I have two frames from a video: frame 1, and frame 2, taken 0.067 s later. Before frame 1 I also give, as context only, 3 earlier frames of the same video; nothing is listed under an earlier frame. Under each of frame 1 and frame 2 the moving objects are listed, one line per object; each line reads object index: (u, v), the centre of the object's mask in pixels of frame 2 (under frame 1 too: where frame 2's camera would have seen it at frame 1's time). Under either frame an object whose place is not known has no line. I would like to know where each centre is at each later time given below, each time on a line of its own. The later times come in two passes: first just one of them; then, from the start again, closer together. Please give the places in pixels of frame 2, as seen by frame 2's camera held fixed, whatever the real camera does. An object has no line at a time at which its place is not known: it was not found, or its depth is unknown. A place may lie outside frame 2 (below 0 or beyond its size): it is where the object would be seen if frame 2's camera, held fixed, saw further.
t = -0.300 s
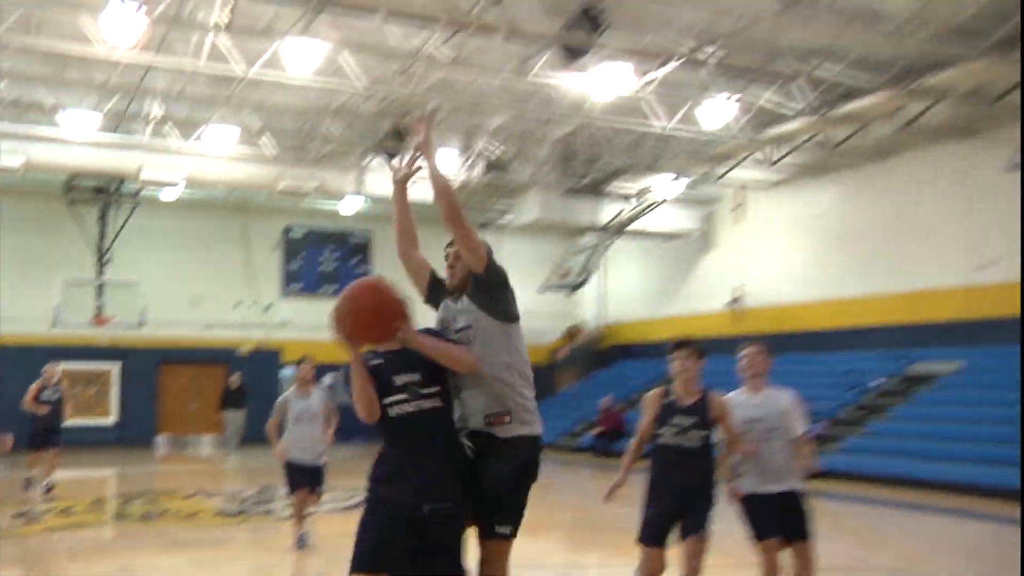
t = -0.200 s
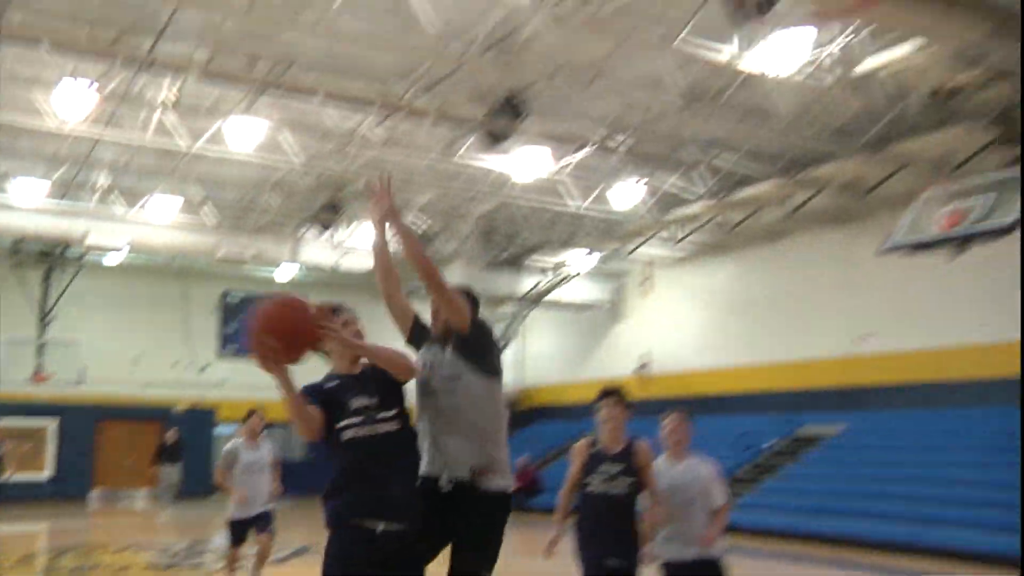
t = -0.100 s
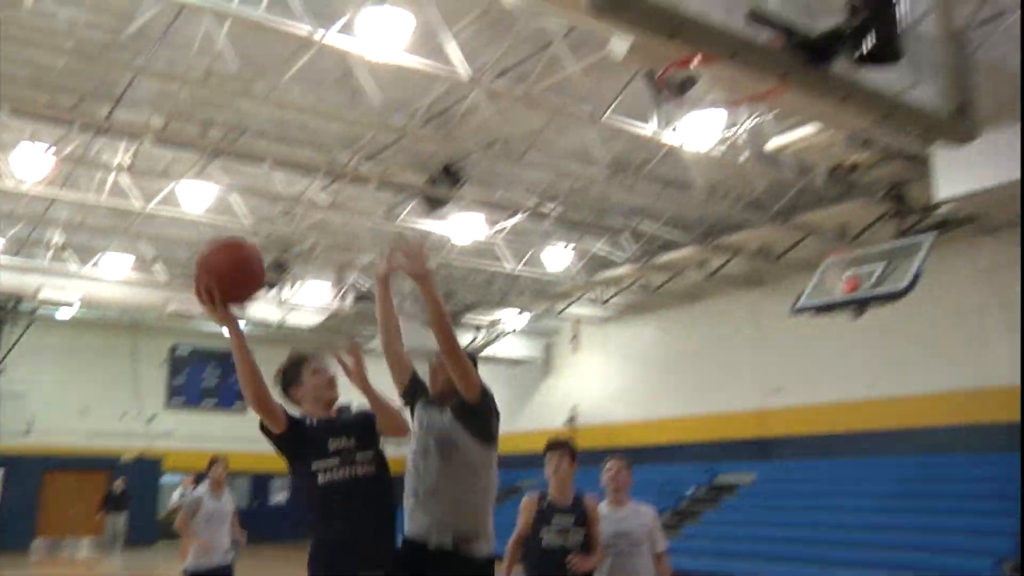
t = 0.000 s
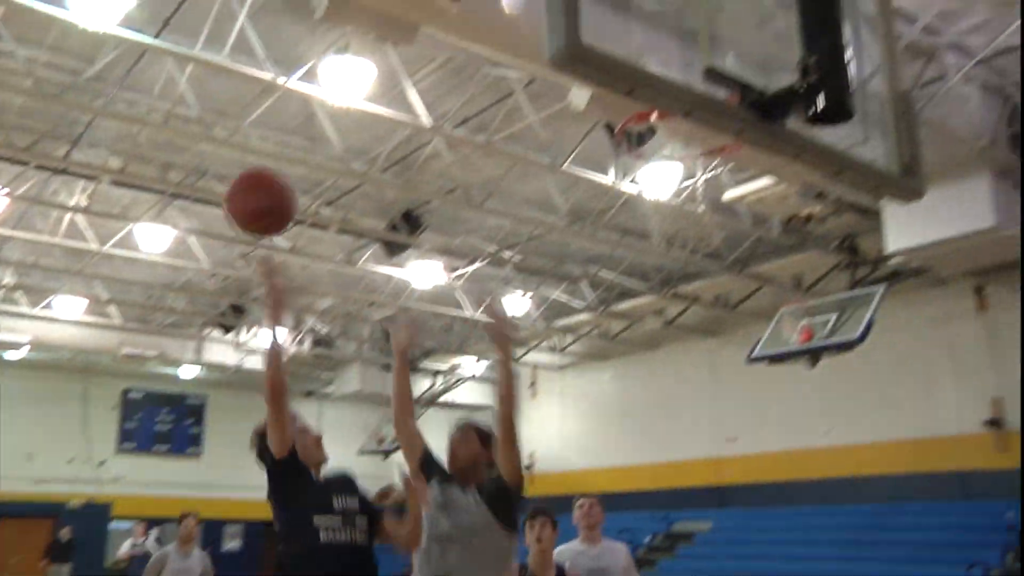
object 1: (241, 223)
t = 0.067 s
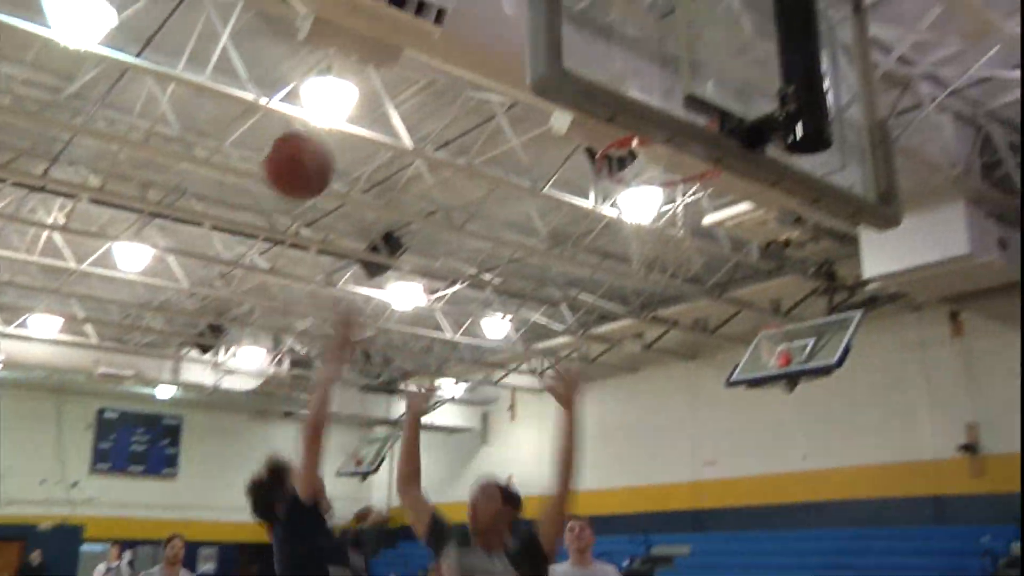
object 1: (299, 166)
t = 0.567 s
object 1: (603, 142)
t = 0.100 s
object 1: (326, 144)
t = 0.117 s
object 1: (341, 133)
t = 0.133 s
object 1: (356, 121)
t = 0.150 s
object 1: (369, 111)
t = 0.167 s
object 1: (381, 103)
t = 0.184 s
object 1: (394, 93)
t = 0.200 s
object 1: (409, 86)
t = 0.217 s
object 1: (422, 79)
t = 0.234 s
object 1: (435, 73)
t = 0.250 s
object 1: (449, 67)
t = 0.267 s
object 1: (461, 62)
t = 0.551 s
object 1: (606, 137)
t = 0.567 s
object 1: (603, 142)
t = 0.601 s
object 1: (601, 150)
